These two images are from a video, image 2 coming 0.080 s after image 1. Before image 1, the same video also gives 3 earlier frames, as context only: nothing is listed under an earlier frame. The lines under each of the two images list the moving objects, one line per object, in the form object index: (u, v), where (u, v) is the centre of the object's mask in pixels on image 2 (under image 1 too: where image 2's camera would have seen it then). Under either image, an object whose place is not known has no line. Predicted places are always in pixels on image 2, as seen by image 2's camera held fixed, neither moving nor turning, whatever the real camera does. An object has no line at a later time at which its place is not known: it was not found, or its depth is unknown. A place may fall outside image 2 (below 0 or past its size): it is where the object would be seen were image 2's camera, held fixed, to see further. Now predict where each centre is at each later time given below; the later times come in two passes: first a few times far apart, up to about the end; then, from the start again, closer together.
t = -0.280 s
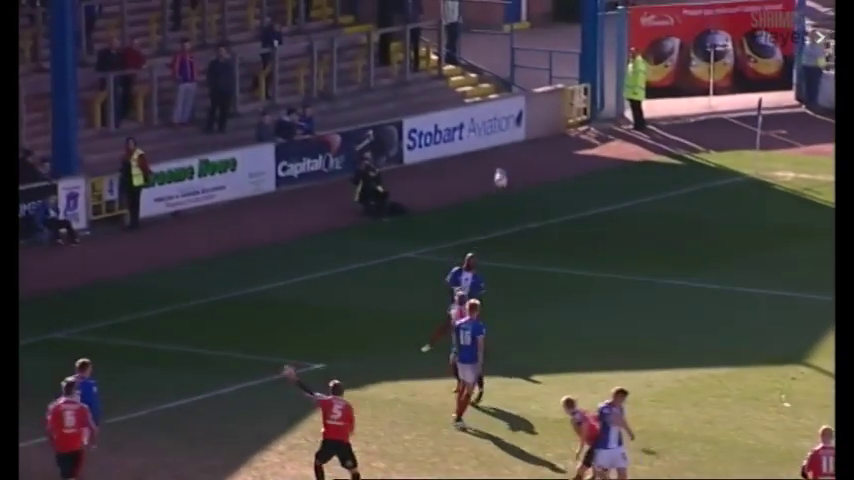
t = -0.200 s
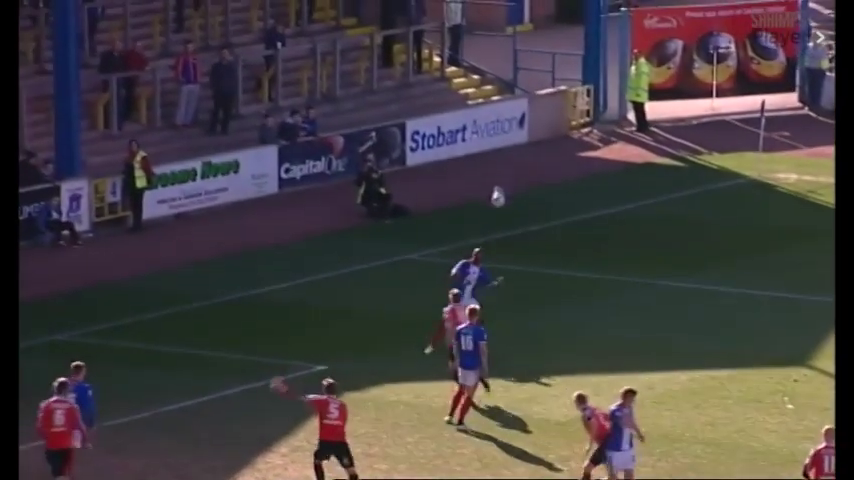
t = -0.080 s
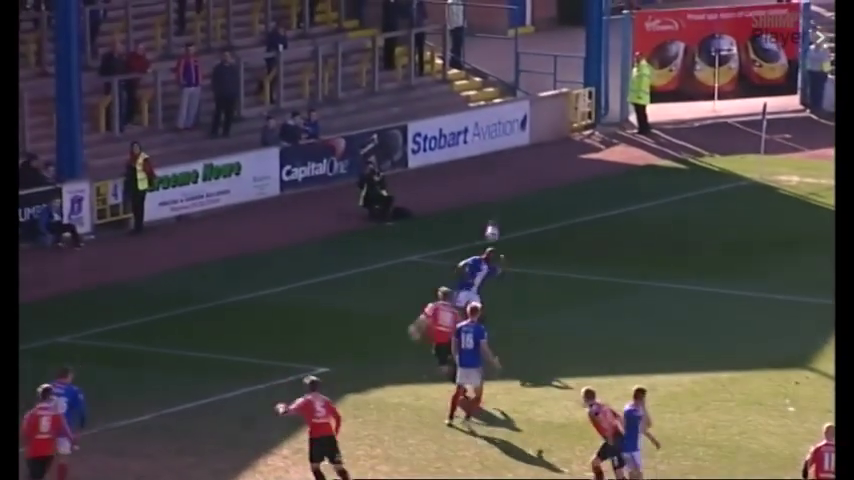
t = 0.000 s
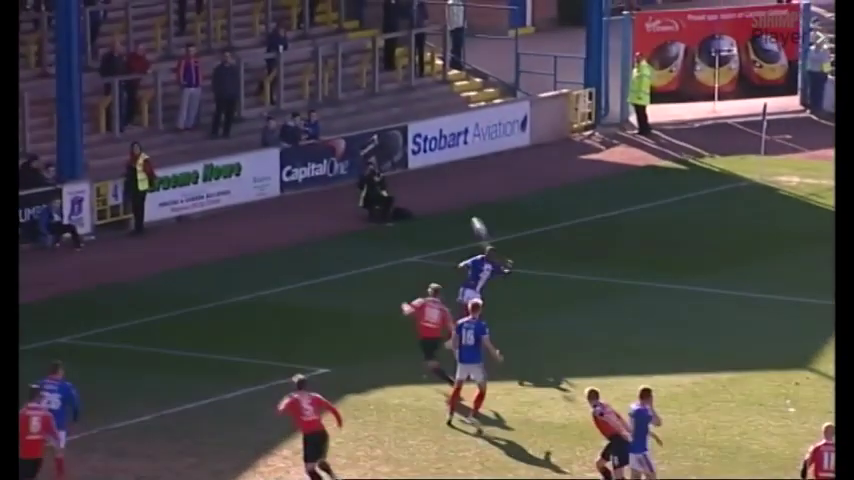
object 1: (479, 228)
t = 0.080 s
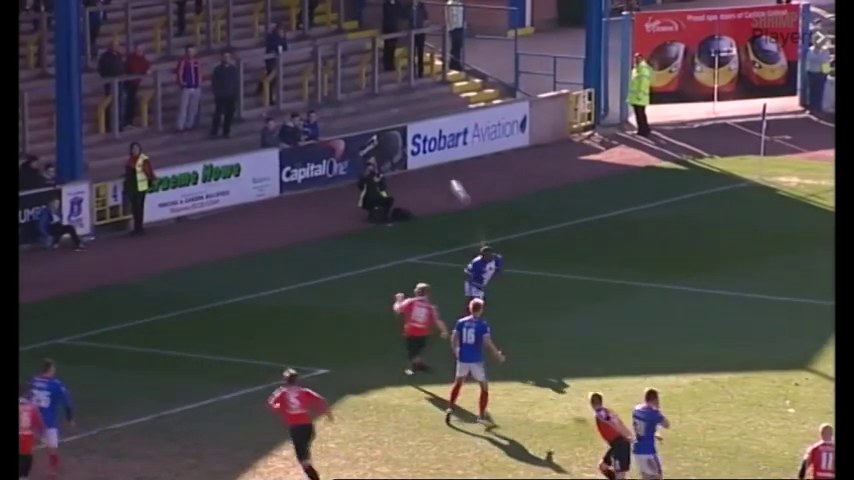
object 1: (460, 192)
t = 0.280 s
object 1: (408, 110)
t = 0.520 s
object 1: (340, 45)
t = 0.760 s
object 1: (274, 11)
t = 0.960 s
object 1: (213, 9)
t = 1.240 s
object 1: (127, 48)
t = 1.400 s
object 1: (77, 93)
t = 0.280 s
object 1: (408, 110)
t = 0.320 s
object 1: (398, 97)
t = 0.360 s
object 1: (387, 85)
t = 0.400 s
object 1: (375, 74)
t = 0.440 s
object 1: (364, 63)
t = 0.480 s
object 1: (352, 53)
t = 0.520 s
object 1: (340, 45)
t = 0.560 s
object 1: (329, 37)
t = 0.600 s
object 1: (317, 31)
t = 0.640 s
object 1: (309, 23)
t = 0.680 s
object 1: (298, 18)
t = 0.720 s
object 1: (286, 13)
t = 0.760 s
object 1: (274, 11)
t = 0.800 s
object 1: (263, 8)
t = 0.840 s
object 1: (250, 6)
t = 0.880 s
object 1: (238, 6)
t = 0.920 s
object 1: (225, 7)
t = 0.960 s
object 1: (213, 9)
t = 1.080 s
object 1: (176, 20)
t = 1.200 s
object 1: (139, 39)
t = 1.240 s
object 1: (127, 48)
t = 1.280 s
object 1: (114, 58)
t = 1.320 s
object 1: (102, 68)
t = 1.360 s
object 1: (90, 80)
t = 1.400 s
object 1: (77, 93)
